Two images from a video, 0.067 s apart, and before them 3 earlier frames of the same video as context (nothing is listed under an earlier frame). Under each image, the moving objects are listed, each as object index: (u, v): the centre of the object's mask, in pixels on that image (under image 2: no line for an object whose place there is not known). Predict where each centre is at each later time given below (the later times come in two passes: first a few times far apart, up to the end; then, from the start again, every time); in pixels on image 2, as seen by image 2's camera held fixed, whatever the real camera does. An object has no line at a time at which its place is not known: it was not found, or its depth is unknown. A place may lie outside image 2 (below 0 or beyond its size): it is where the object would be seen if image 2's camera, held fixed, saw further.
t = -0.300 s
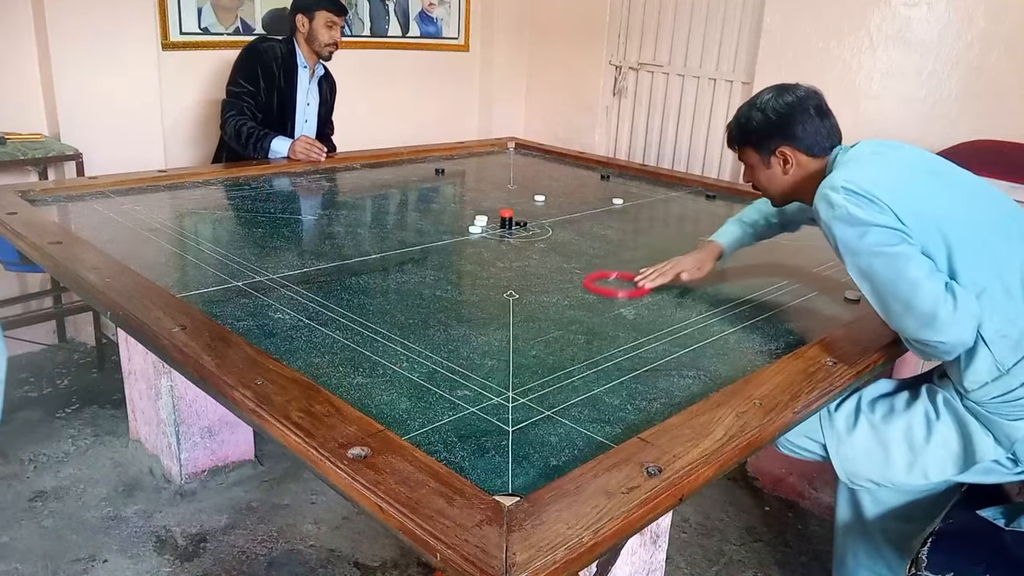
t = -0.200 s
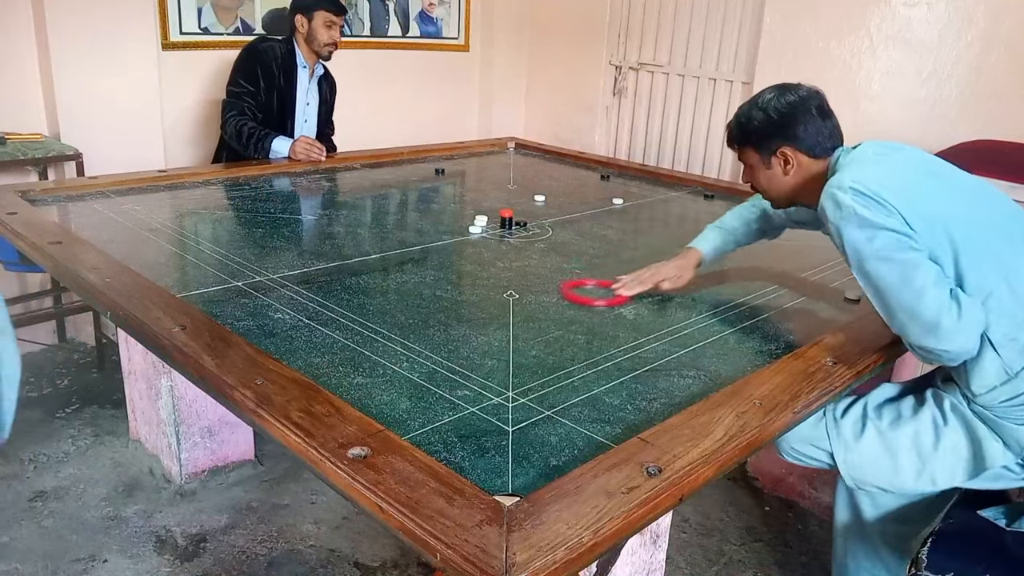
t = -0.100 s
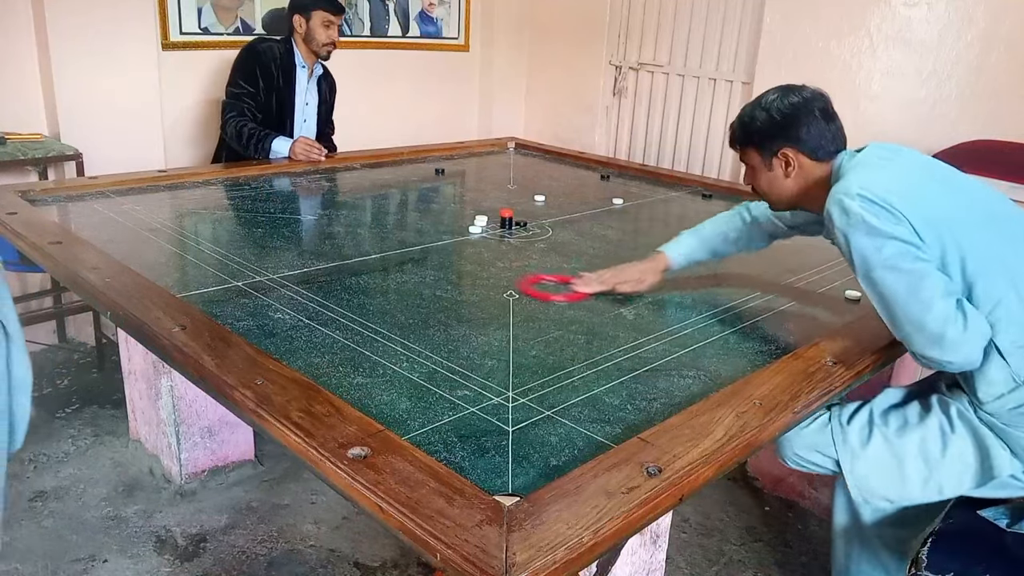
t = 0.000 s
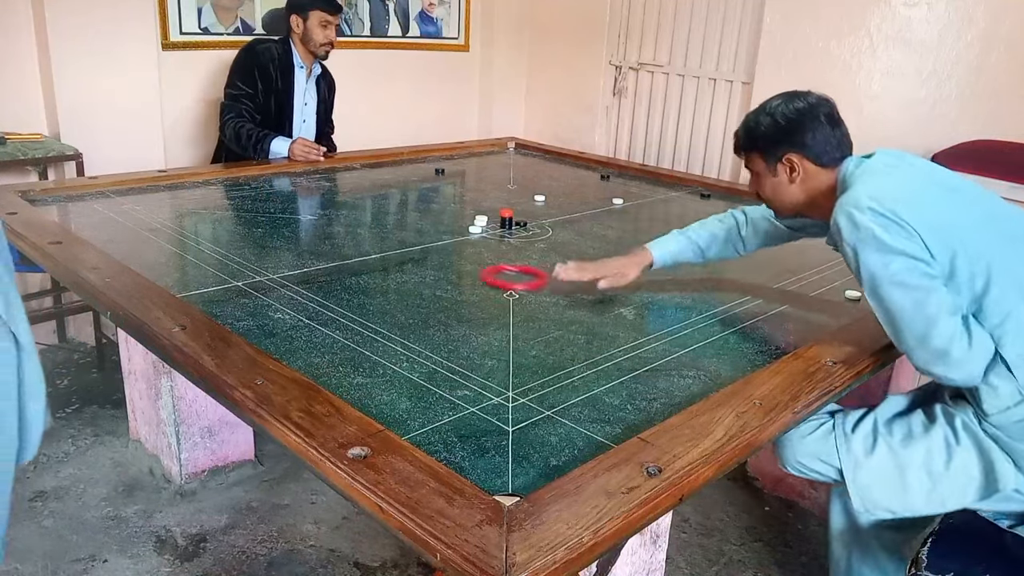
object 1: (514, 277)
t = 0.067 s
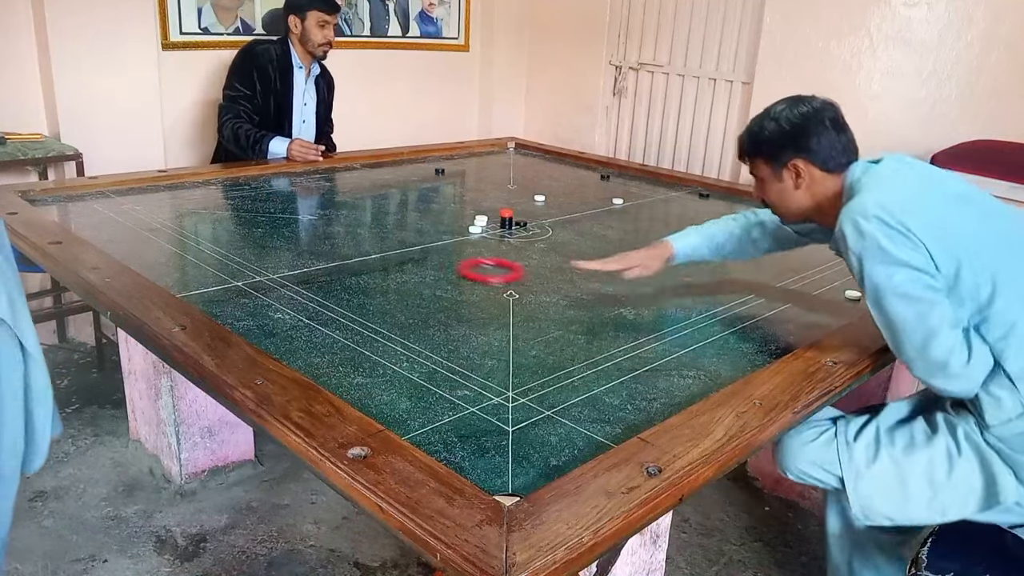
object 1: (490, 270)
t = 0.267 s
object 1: (426, 253)
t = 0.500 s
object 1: (359, 233)
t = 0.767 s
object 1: (294, 214)
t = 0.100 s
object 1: (479, 267)
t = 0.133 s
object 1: (468, 265)
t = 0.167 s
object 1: (457, 261)
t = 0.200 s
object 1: (447, 258)
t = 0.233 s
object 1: (438, 256)
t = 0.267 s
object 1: (426, 253)
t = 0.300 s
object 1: (416, 250)
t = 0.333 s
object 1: (406, 247)
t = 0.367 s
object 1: (397, 244)
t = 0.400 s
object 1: (387, 241)
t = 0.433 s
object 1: (378, 239)
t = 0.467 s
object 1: (369, 236)
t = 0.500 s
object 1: (359, 233)
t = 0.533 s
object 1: (351, 231)
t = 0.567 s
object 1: (342, 228)
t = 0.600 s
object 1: (333, 226)
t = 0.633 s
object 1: (326, 224)
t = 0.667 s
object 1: (317, 221)
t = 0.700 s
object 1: (309, 219)
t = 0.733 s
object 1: (301, 217)
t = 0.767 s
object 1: (294, 214)
